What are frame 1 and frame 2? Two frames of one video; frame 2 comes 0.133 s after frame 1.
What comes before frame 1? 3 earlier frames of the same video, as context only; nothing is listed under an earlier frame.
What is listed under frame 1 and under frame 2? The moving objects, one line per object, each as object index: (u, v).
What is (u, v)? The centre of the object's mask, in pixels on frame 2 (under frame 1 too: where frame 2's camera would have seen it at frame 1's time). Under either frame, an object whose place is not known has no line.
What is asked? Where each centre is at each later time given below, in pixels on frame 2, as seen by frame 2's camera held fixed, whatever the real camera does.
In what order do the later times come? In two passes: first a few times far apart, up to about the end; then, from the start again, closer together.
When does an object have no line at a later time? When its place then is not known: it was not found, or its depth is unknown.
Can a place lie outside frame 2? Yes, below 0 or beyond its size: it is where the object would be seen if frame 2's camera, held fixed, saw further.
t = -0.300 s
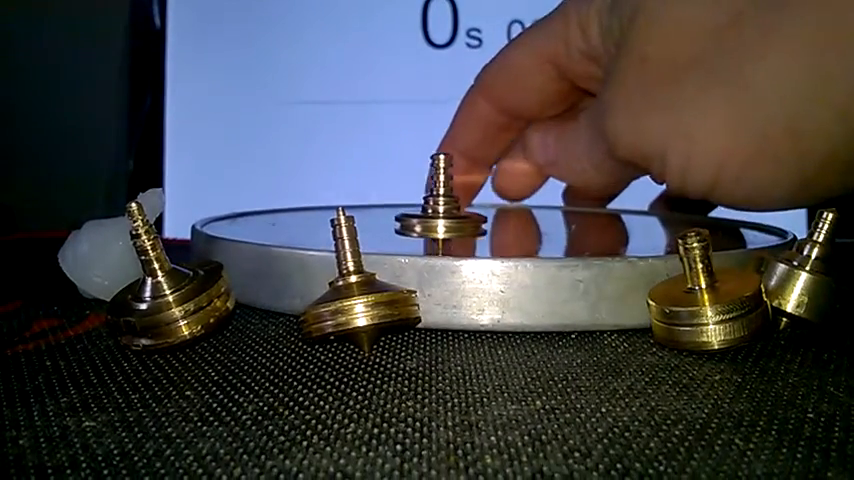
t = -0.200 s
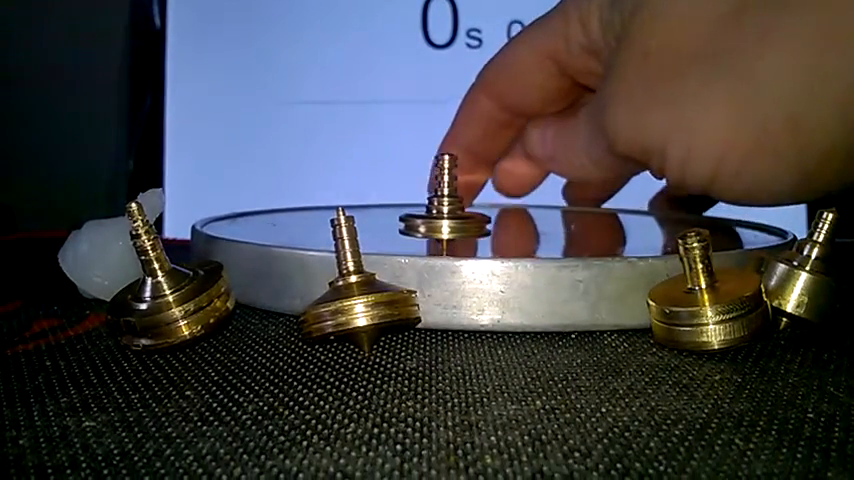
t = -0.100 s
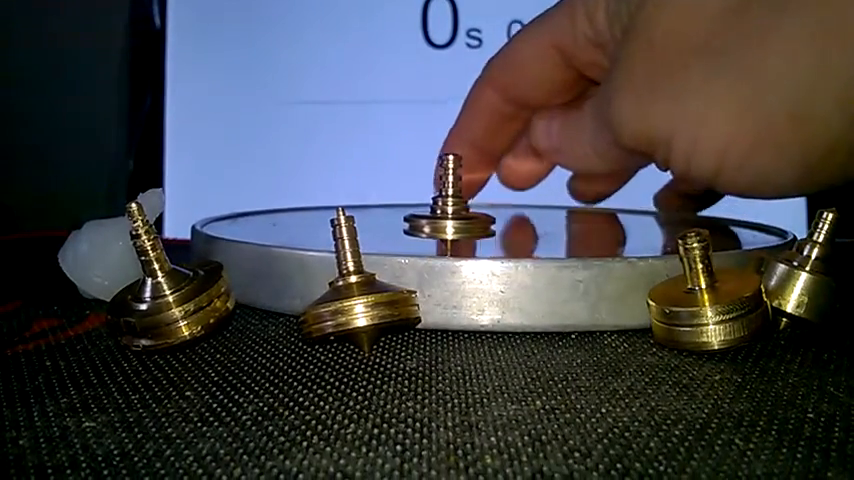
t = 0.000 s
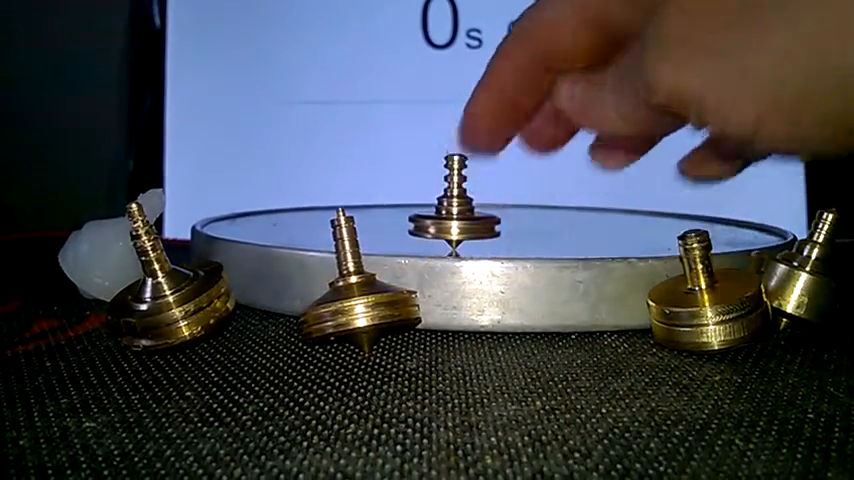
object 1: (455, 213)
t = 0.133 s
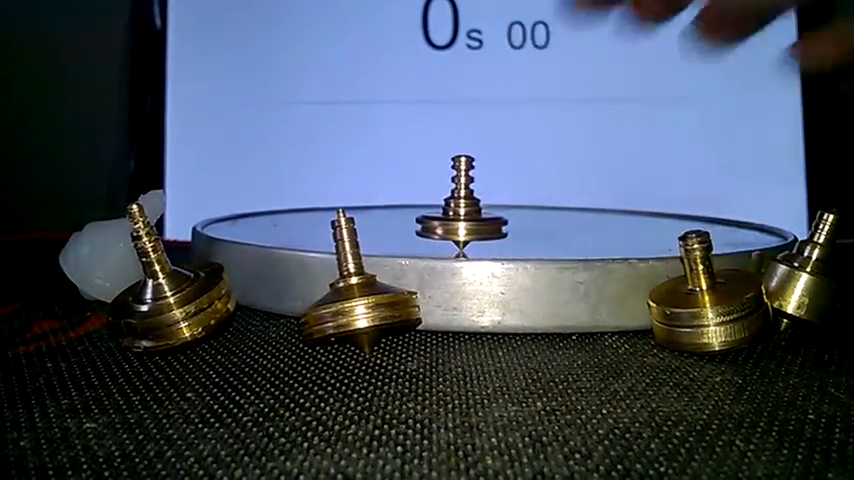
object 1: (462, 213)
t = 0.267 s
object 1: (468, 213)
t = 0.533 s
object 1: (481, 213)
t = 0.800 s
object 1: (490, 214)
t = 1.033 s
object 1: (493, 213)
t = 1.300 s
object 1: (504, 213)
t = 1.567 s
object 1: (516, 214)
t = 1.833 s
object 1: (529, 214)
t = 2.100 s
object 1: (540, 213)
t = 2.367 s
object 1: (548, 213)
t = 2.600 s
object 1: (555, 213)
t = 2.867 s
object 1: (564, 213)
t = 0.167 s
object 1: (464, 213)
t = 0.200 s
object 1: (465, 213)
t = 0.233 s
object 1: (467, 213)
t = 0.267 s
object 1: (468, 213)
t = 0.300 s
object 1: (470, 213)
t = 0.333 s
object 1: (471, 213)
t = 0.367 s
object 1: (473, 213)
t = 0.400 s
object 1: (475, 213)
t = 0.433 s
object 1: (477, 213)
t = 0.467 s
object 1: (478, 213)
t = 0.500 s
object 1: (480, 213)
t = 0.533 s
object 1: (481, 213)
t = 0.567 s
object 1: (482, 213)
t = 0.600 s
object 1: (483, 213)
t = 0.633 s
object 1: (485, 214)
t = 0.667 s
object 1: (486, 213)
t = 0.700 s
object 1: (487, 213)
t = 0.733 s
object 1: (488, 213)
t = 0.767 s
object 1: (489, 214)
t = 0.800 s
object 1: (490, 214)
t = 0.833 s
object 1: (491, 214)
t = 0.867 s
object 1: (491, 213)
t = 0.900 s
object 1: (492, 214)
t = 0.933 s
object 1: (493, 213)
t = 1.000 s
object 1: (494, 213)
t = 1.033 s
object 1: (493, 213)
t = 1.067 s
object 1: (494, 214)
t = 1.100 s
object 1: (495, 214)
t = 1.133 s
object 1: (496, 214)
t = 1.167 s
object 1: (498, 214)
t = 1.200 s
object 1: (499, 213)
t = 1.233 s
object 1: (501, 214)
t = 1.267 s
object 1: (502, 214)
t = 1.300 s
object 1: (504, 213)
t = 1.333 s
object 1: (505, 213)
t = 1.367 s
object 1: (507, 213)
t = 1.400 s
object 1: (508, 214)
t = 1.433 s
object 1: (510, 214)
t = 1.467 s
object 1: (512, 214)
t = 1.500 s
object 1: (513, 214)
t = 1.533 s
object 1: (515, 213)
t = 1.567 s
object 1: (516, 214)
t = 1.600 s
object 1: (518, 214)
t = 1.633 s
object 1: (520, 214)
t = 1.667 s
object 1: (522, 214)
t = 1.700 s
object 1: (523, 214)
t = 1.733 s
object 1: (525, 214)
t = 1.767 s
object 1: (526, 214)
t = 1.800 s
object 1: (528, 213)
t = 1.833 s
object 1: (529, 214)
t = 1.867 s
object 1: (531, 213)
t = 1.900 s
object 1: (532, 213)
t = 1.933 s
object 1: (534, 214)
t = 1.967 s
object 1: (535, 213)
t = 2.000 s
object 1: (536, 213)
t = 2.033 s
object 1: (538, 213)
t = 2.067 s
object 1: (539, 213)
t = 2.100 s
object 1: (540, 213)
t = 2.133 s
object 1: (541, 213)
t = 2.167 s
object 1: (542, 213)
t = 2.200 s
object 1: (543, 213)
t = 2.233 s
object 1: (544, 213)
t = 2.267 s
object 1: (545, 213)
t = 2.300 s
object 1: (546, 213)
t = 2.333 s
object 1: (547, 213)
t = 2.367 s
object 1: (548, 213)
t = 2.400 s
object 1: (549, 213)
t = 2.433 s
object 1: (550, 213)
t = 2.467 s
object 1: (551, 213)
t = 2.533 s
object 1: (552, 213)
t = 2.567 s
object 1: (554, 213)
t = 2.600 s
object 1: (555, 213)
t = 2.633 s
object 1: (556, 213)
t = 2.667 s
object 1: (557, 213)
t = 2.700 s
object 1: (558, 213)
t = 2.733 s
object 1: (559, 213)
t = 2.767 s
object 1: (560, 213)
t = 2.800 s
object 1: (561, 213)
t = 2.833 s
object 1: (562, 213)
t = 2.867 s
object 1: (564, 213)
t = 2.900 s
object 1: (565, 213)
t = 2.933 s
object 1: (566, 213)
